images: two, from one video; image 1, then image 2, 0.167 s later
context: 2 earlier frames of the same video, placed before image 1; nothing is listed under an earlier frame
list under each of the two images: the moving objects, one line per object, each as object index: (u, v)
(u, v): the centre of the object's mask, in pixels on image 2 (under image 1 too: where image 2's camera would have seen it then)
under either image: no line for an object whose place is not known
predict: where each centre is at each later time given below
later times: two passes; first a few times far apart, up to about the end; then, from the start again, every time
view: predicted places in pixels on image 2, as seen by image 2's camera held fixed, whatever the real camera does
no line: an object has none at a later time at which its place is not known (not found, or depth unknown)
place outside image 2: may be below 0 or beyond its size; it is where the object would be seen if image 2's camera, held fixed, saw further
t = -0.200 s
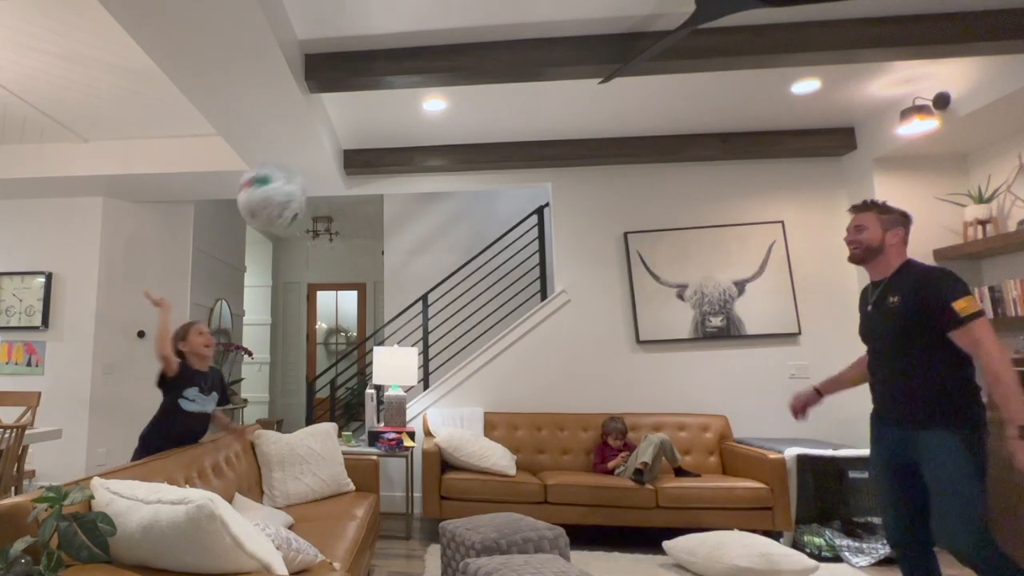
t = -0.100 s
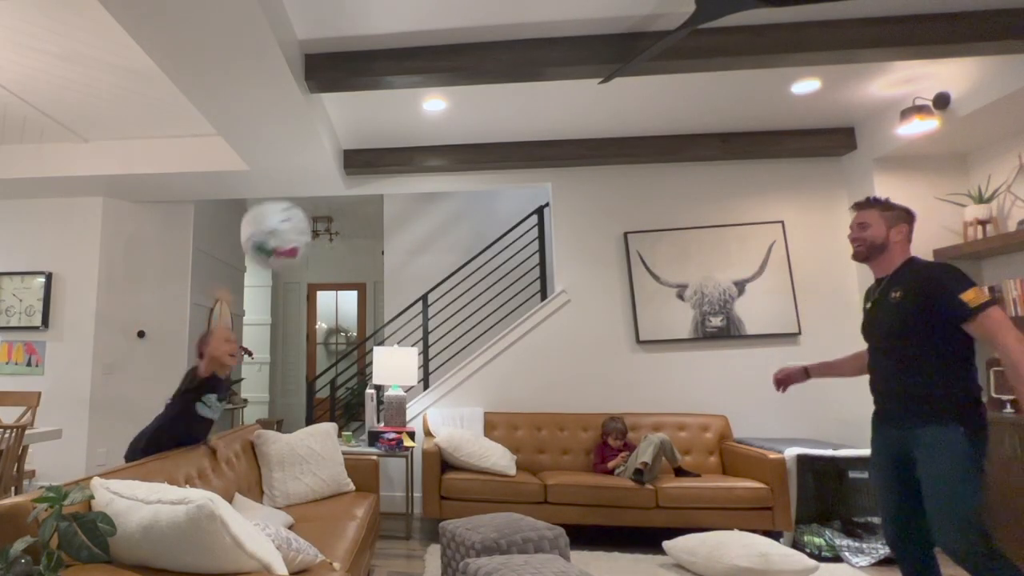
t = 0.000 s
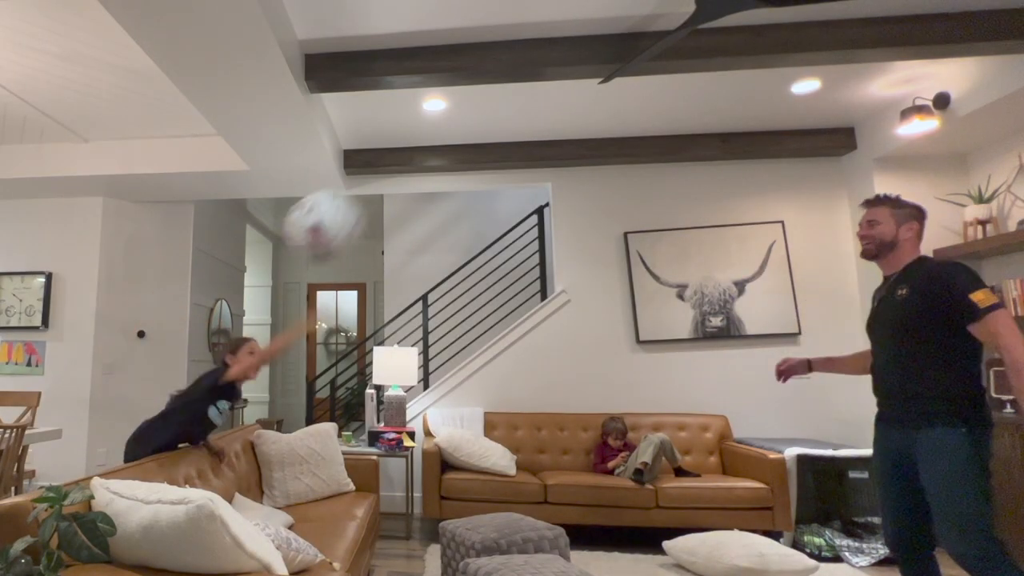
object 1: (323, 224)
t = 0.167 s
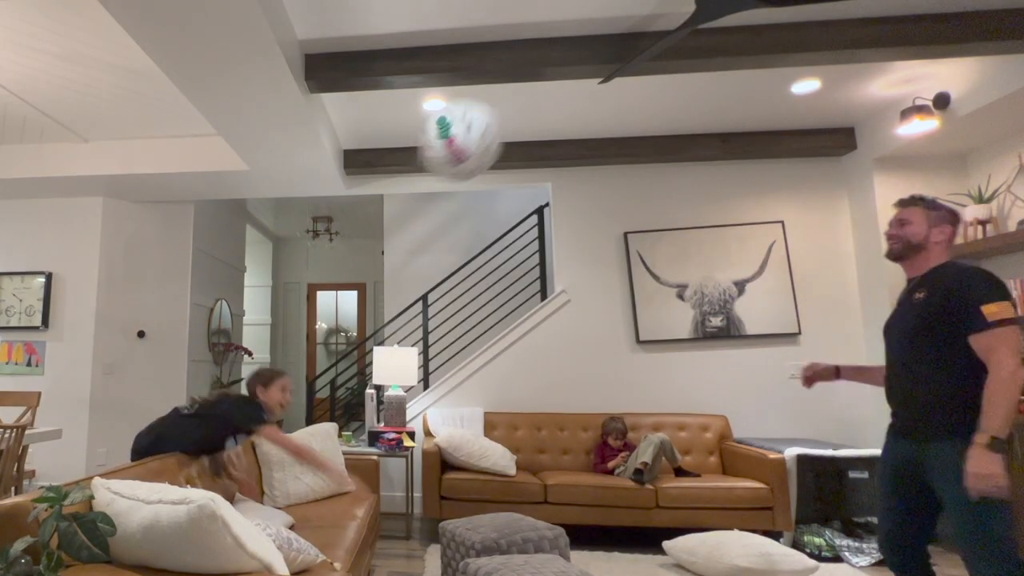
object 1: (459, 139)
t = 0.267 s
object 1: (523, 92)
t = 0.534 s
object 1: (627, 34)
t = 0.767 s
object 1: (692, 36)
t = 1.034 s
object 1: (764, 93)
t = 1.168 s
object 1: (797, 149)
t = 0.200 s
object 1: (483, 124)
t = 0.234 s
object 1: (505, 108)
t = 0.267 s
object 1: (523, 92)
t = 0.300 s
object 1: (540, 79)
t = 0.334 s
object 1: (554, 68)
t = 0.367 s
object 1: (568, 58)
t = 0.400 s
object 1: (581, 50)
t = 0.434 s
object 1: (593, 43)
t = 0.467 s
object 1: (605, 39)
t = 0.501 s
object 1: (616, 36)
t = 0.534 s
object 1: (627, 34)
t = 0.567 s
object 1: (638, 31)
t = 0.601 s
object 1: (645, 30)
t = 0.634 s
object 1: (654, 31)
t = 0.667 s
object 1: (664, 32)
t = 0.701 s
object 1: (673, 33)
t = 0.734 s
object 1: (682, 34)
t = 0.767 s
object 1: (692, 36)
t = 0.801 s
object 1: (701, 38)
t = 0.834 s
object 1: (712, 42)
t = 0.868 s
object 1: (722, 45)
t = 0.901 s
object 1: (731, 49)
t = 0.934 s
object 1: (741, 57)
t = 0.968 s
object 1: (749, 65)
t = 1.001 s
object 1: (755, 81)
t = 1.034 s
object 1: (764, 93)
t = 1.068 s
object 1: (772, 106)
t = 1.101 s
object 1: (780, 120)
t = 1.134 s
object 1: (788, 134)
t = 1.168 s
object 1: (797, 149)
